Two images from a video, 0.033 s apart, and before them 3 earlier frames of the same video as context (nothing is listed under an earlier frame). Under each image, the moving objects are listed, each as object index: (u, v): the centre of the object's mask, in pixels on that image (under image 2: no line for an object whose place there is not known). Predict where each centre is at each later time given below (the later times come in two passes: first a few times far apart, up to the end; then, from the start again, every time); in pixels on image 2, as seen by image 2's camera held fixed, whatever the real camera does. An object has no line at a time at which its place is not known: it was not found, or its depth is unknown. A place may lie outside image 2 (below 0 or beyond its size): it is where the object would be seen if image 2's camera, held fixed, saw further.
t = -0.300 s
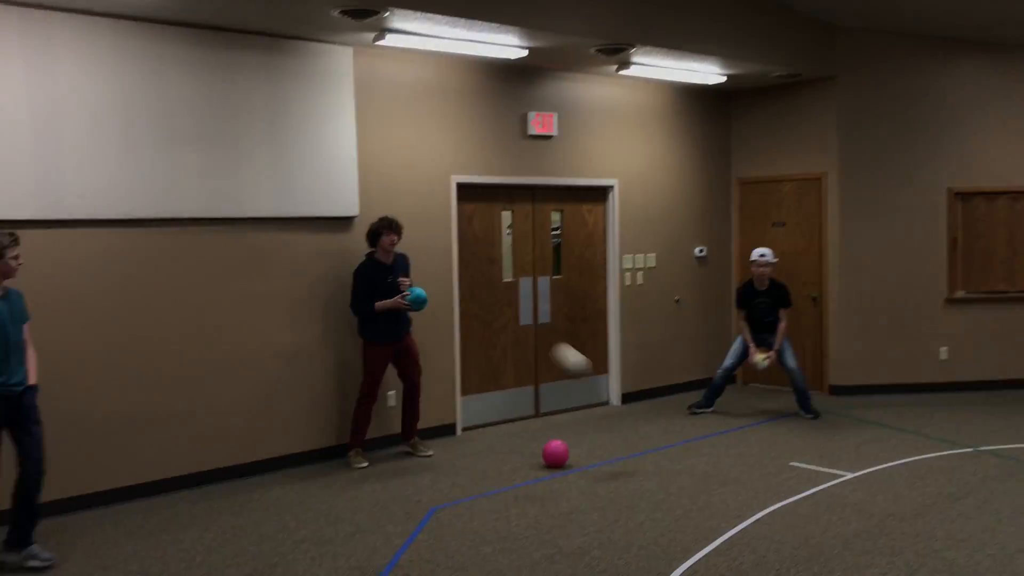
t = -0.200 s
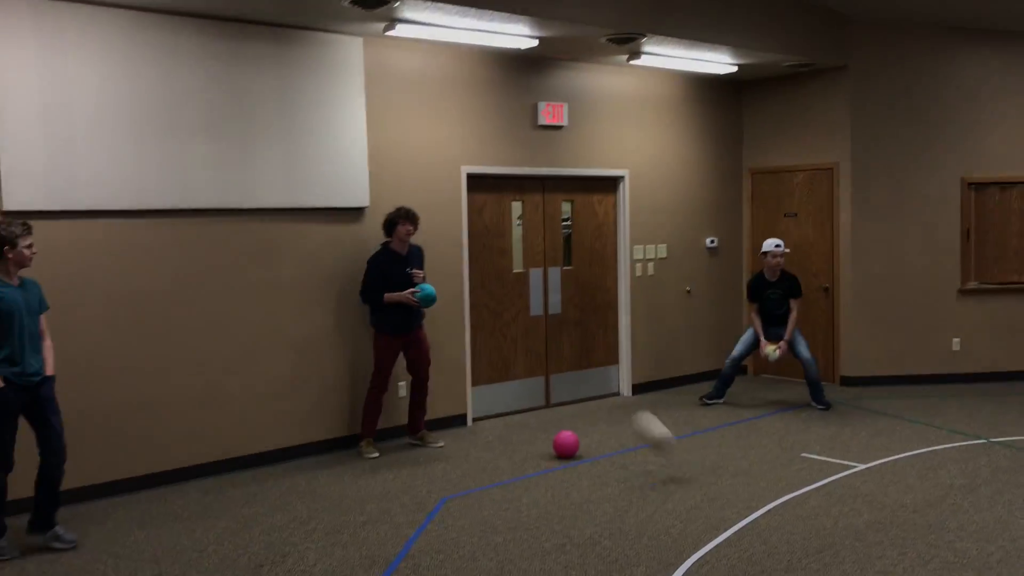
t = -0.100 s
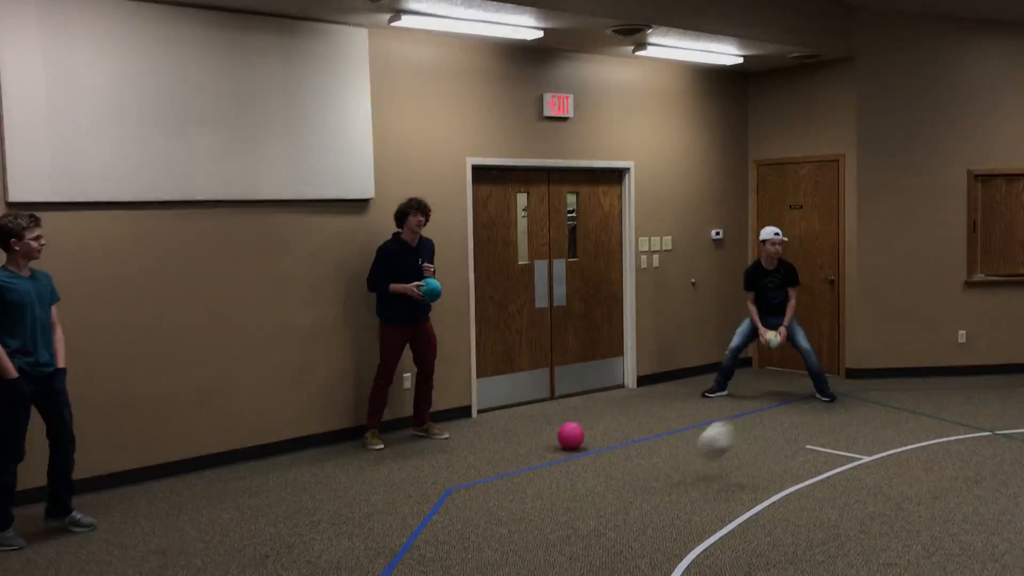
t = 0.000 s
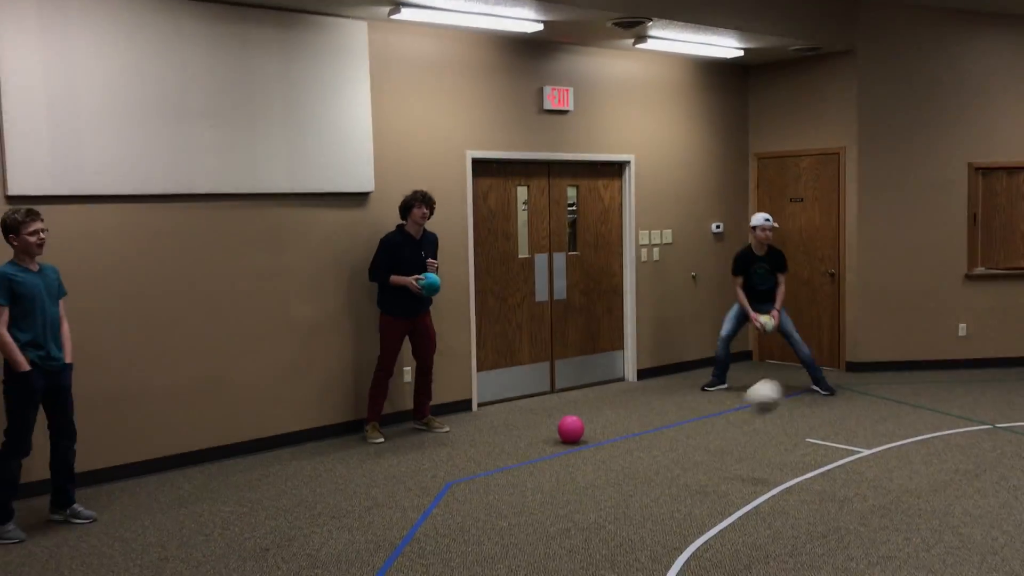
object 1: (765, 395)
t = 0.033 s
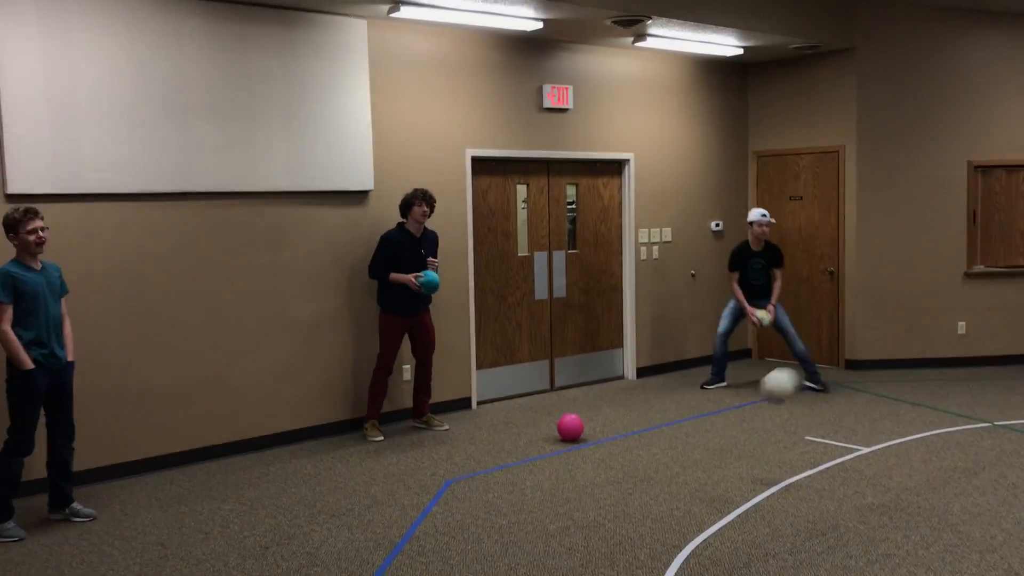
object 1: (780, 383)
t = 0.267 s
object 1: (914, 371)
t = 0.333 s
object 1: (957, 387)
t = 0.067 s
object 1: (797, 375)
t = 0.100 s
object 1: (817, 368)
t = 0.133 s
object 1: (833, 367)
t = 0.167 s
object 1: (852, 365)
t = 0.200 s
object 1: (871, 365)
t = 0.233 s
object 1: (893, 366)
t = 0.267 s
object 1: (914, 371)
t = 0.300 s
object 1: (935, 378)
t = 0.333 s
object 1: (957, 387)
